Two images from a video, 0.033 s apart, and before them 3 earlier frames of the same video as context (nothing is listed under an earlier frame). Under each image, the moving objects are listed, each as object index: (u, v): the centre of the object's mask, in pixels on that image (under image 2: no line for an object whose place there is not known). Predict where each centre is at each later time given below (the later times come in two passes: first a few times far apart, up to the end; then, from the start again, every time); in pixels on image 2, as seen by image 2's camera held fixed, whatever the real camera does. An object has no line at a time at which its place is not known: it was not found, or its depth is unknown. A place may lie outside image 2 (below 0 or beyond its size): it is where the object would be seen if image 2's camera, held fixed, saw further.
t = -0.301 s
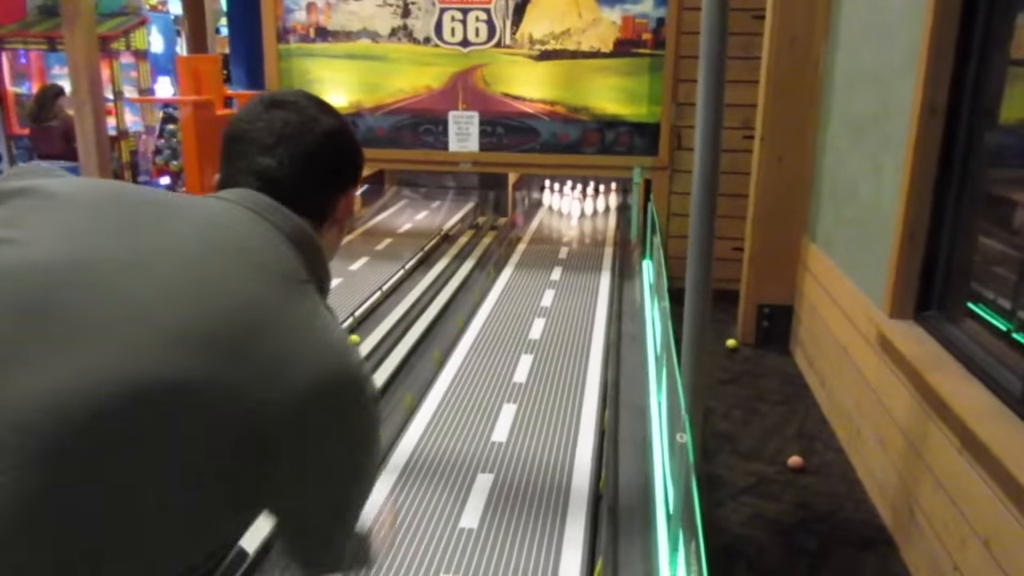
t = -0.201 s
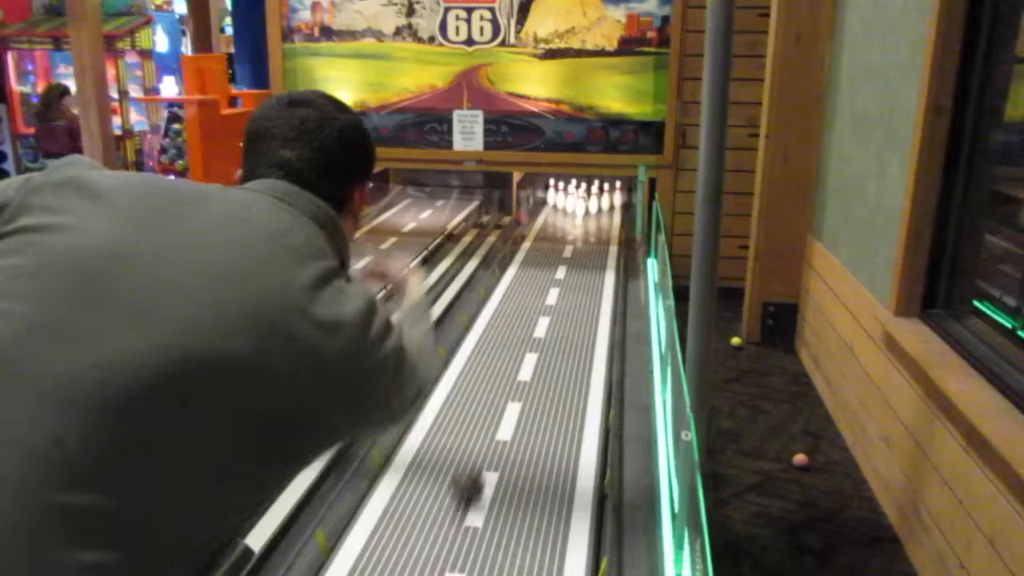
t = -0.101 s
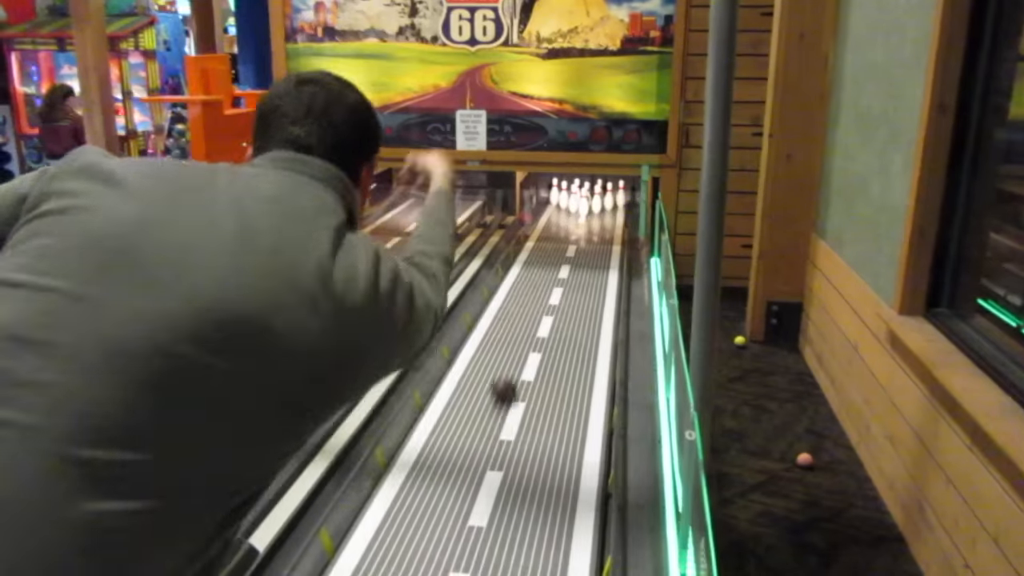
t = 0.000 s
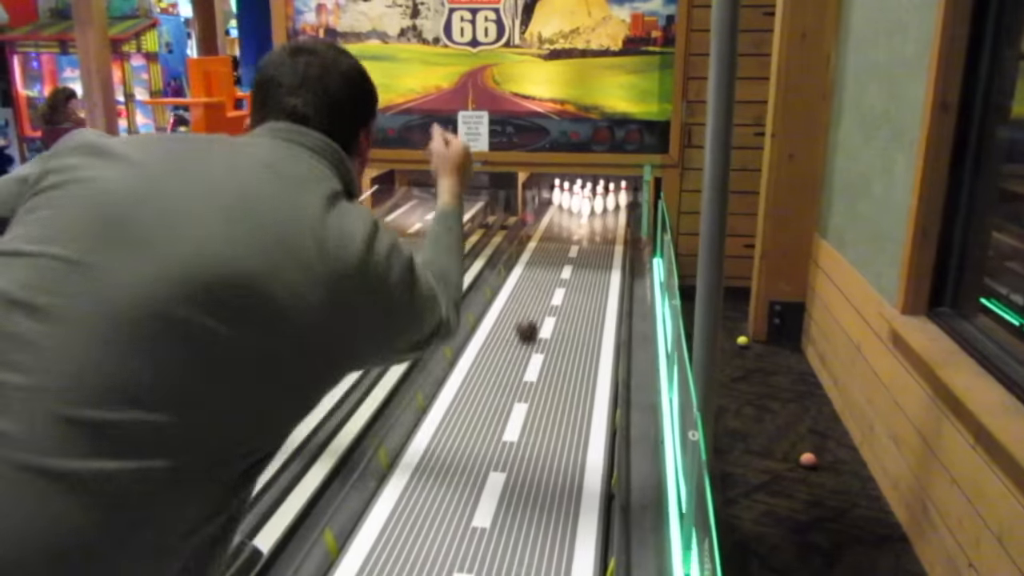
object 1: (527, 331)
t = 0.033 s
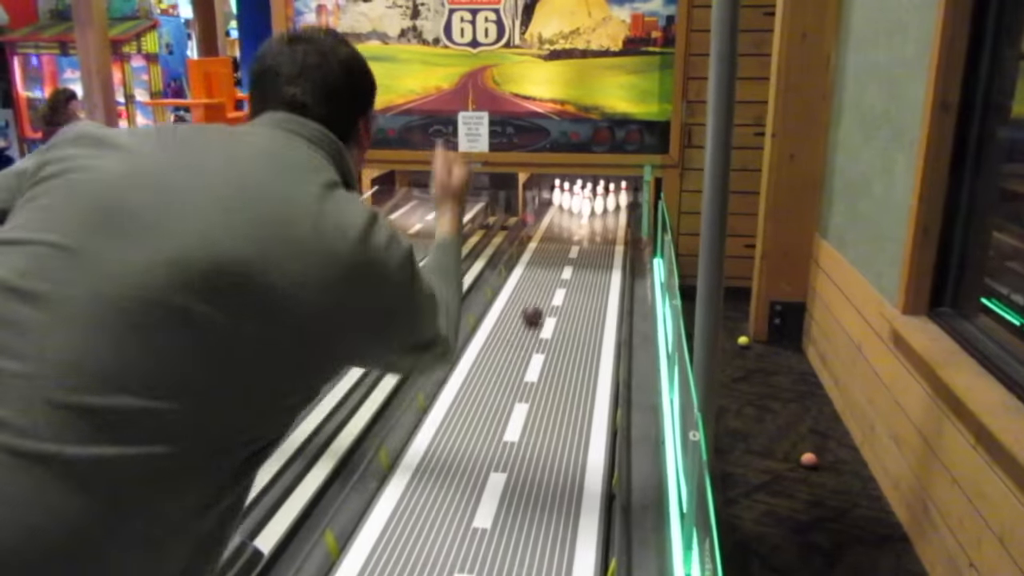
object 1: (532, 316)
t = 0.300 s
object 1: (559, 236)
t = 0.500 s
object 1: (564, 205)
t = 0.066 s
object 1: (537, 303)
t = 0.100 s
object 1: (541, 290)
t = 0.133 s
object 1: (545, 278)
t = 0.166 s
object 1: (548, 268)
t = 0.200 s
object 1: (552, 259)
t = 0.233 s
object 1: (554, 251)
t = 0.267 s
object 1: (557, 244)
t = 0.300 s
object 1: (559, 236)
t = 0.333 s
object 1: (562, 230)
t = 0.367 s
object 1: (565, 222)
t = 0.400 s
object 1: (566, 217)
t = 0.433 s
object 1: (567, 212)
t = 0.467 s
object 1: (568, 208)
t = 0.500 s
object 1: (564, 205)
